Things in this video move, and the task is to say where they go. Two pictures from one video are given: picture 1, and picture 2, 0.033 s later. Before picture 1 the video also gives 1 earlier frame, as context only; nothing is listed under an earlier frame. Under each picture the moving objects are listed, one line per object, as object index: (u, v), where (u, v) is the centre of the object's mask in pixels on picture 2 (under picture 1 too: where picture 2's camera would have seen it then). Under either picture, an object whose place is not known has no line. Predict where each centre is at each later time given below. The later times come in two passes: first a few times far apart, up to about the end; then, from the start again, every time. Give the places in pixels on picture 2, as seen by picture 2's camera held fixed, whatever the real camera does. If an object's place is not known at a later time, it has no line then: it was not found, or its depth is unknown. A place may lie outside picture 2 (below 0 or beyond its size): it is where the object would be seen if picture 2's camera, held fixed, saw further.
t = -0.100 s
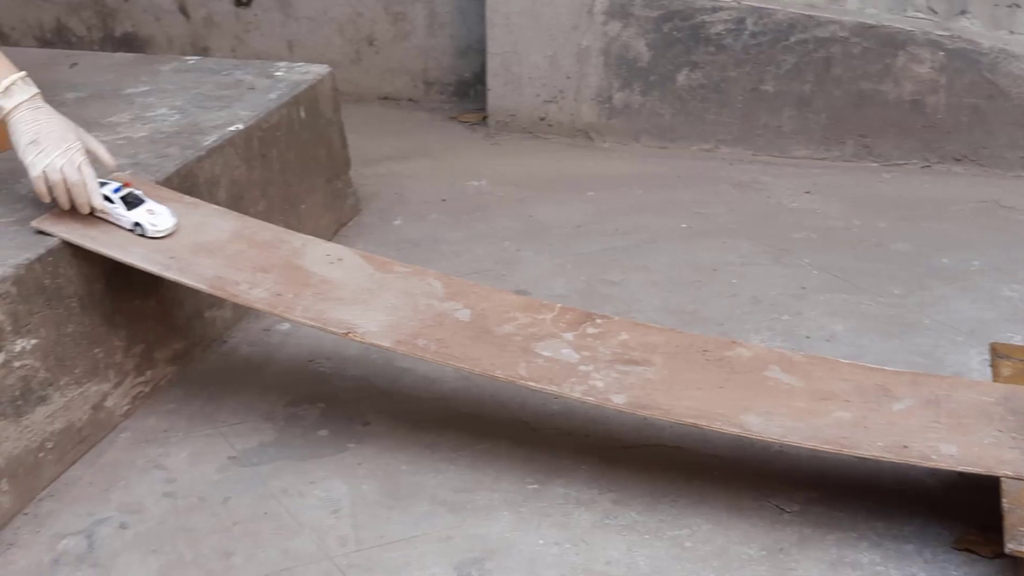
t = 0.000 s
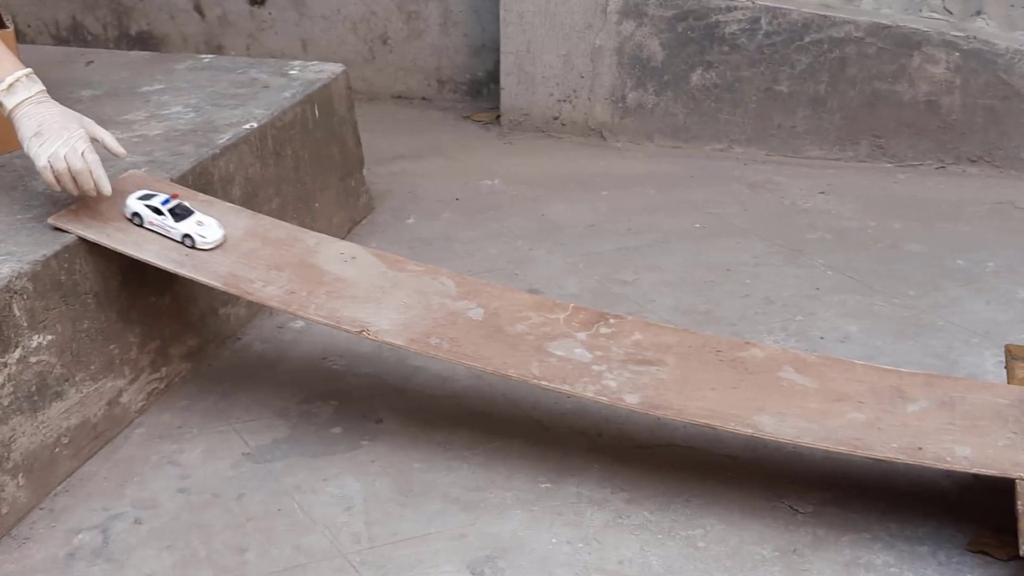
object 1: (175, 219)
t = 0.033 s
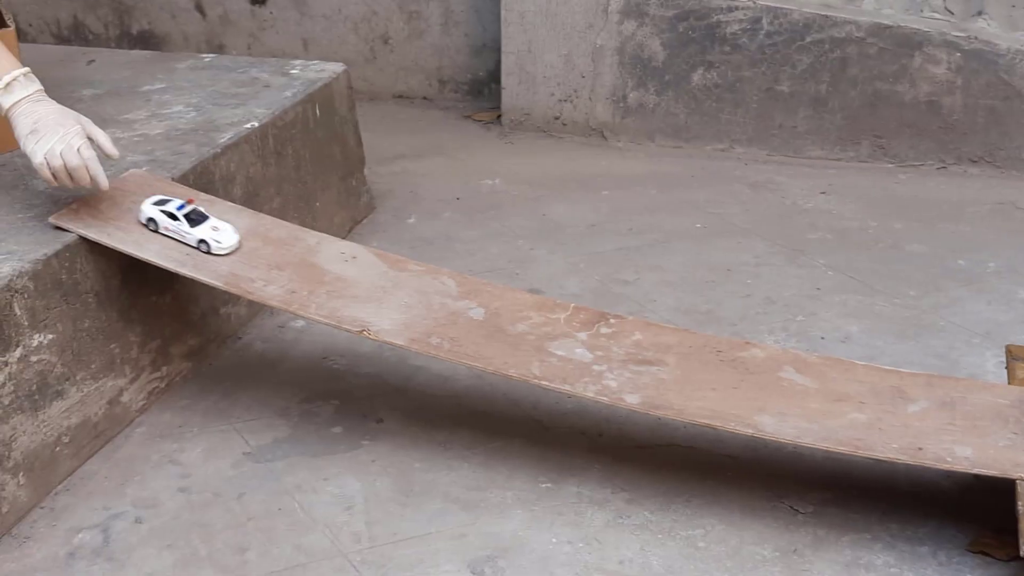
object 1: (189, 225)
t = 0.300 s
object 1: (358, 289)
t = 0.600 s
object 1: (660, 376)
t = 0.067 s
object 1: (205, 231)
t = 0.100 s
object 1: (222, 238)
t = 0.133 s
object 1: (241, 246)
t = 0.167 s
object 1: (261, 254)
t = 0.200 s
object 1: (283, 262)
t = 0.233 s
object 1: (307, 271)
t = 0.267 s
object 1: (332, 280)
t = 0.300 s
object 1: (358, 289)
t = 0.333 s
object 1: (386, 299)
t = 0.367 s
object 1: (416, 309)
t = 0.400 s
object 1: (446, 319)
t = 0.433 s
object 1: (479, 328)
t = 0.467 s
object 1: (513, 337)
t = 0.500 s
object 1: (548, 347)
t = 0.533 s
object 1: (584, 357)
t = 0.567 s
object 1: (621, 367)
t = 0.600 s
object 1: (660, 376)
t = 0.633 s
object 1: (700, 385)
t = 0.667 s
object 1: (741, 394)
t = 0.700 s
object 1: (782, 402)
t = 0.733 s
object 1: (826, 409)
